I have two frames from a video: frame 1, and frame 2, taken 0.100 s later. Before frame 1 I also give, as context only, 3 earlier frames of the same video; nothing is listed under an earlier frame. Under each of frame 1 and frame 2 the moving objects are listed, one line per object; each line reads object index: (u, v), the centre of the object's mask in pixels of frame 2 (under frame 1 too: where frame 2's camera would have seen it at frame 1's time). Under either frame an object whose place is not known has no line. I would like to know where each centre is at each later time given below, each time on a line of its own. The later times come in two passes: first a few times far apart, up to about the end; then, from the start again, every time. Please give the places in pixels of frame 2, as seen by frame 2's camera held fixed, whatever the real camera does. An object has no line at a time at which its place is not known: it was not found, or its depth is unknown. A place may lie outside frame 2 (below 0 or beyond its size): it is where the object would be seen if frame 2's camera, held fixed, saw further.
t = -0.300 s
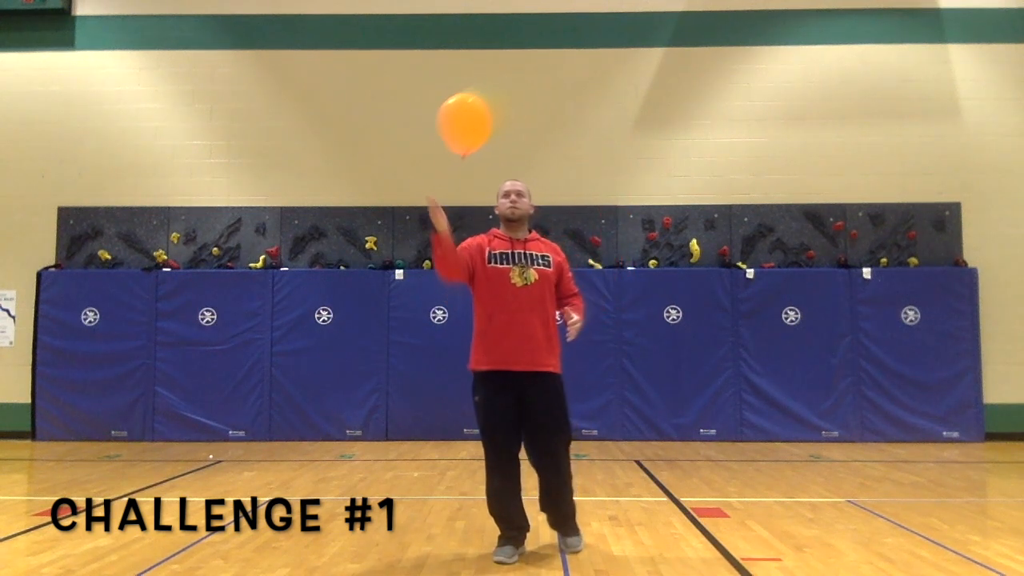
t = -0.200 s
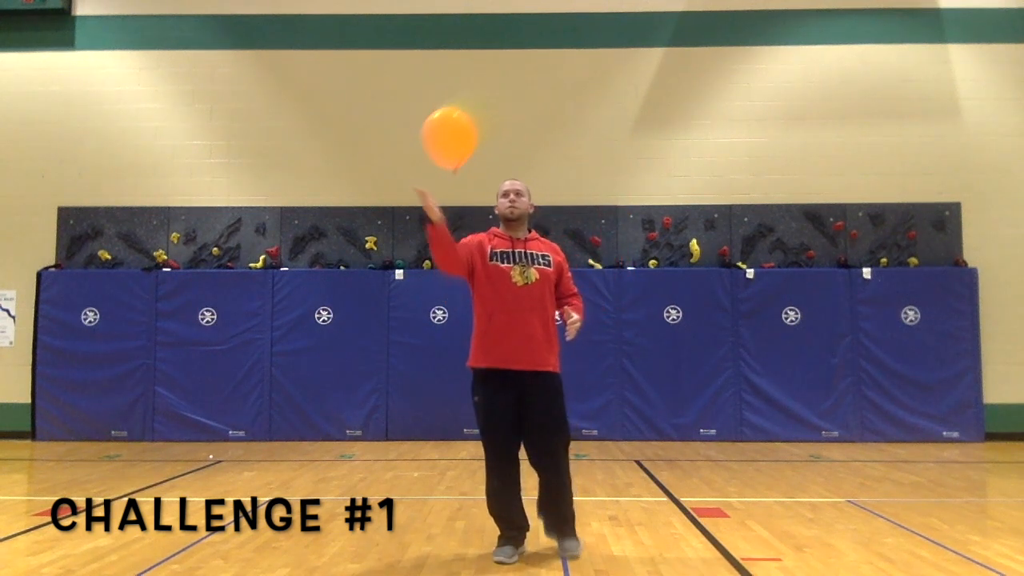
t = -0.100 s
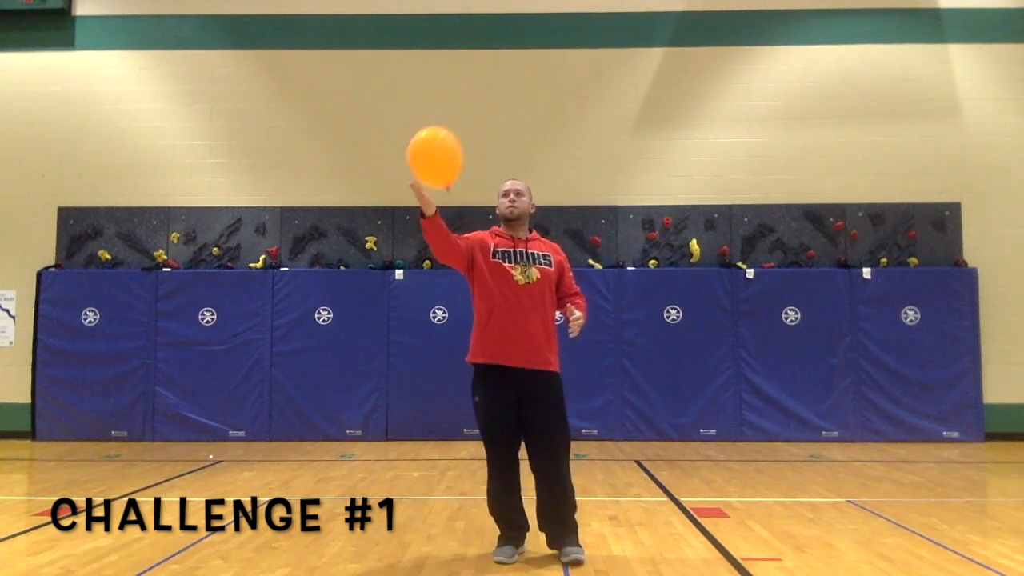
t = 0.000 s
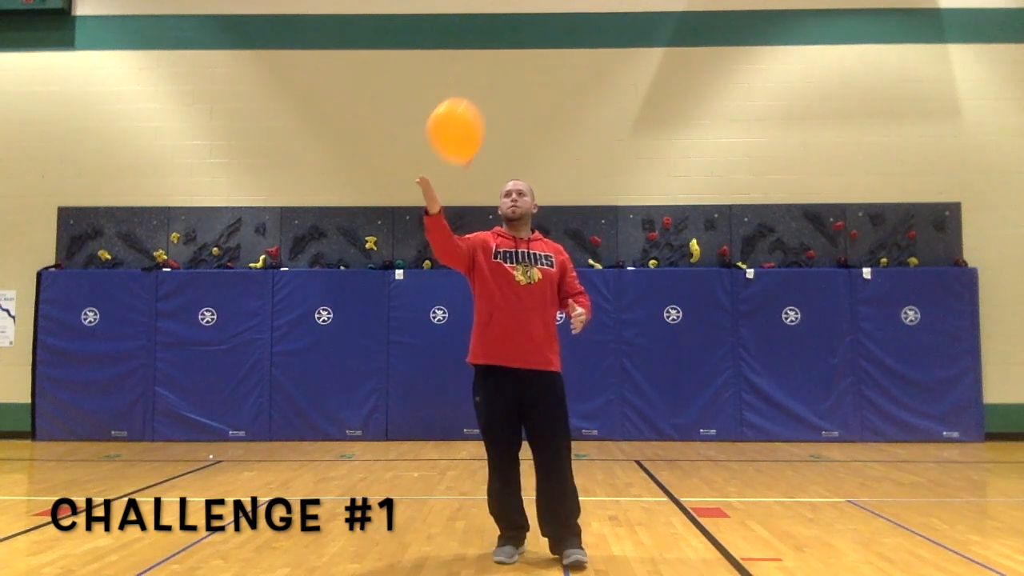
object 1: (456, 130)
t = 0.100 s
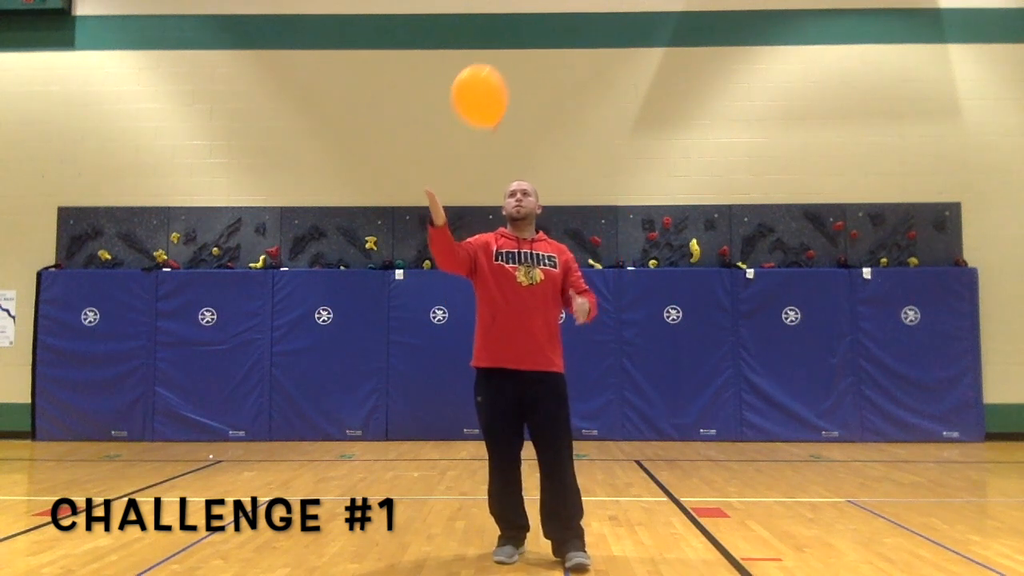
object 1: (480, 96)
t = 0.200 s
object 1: (500, 68)
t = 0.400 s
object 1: (526, 34)
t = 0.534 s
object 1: (538, 25)
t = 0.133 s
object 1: (487, 86)
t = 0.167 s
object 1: (493, 76)
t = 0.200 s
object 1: (500, 68)
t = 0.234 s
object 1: (505, 60)
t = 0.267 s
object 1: (510, 54)
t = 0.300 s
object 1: (514, 47)
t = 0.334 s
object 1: (519, 42)
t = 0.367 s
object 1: (522, 38)
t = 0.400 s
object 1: (526, 34)
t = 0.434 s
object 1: (529, 30)
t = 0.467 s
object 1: (532, 28)
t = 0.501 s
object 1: (535, 26)
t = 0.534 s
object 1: (538, 25)
